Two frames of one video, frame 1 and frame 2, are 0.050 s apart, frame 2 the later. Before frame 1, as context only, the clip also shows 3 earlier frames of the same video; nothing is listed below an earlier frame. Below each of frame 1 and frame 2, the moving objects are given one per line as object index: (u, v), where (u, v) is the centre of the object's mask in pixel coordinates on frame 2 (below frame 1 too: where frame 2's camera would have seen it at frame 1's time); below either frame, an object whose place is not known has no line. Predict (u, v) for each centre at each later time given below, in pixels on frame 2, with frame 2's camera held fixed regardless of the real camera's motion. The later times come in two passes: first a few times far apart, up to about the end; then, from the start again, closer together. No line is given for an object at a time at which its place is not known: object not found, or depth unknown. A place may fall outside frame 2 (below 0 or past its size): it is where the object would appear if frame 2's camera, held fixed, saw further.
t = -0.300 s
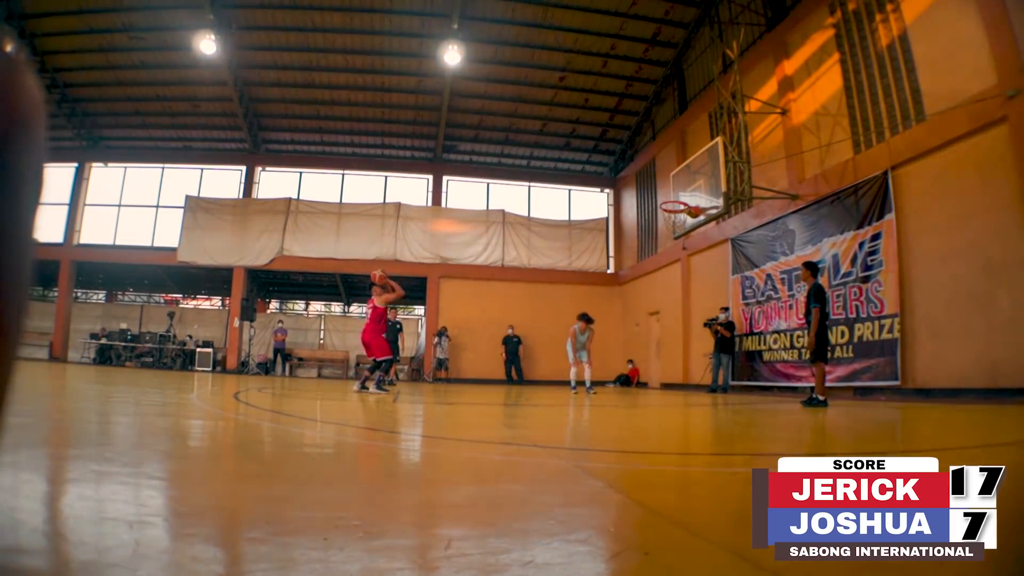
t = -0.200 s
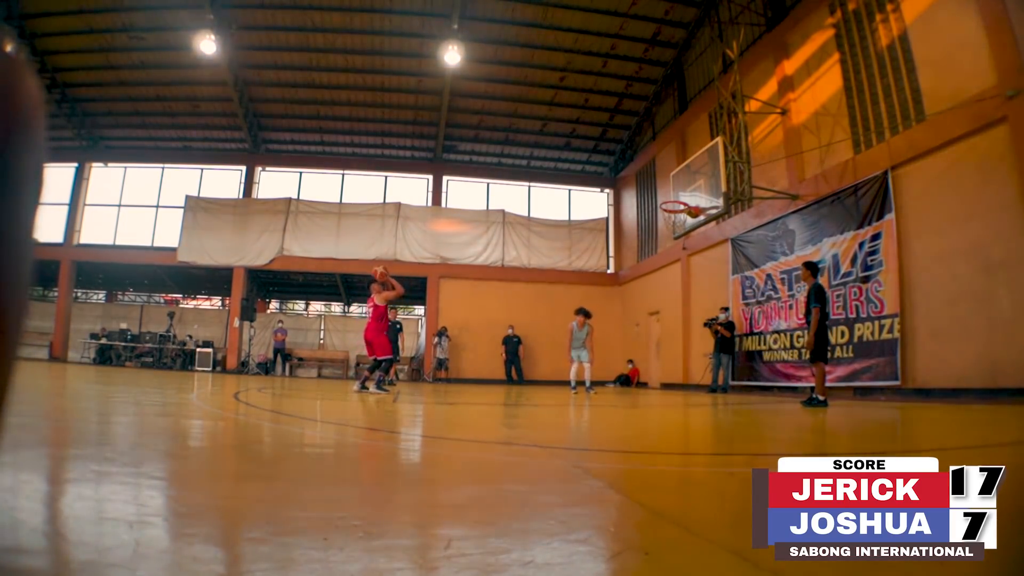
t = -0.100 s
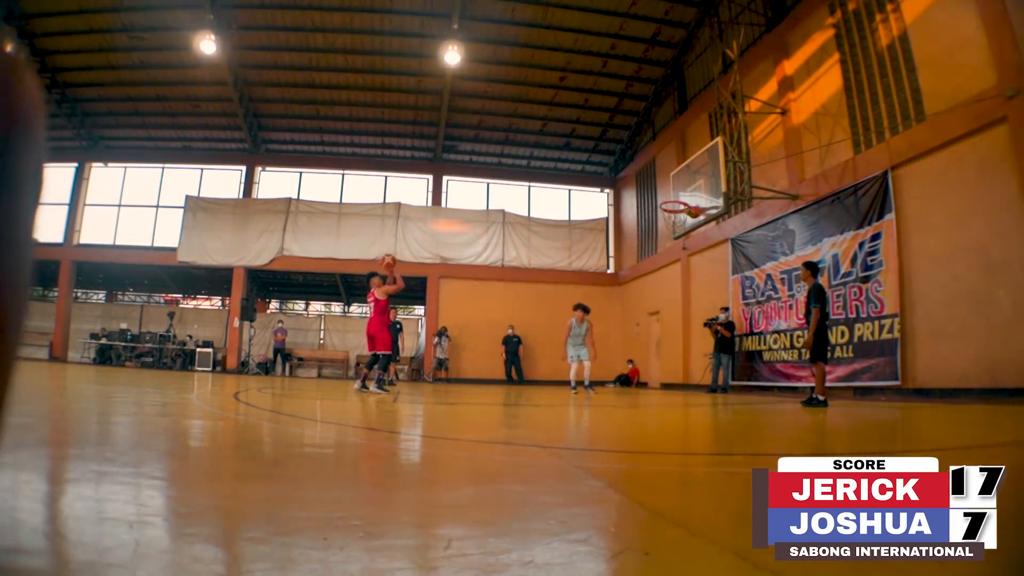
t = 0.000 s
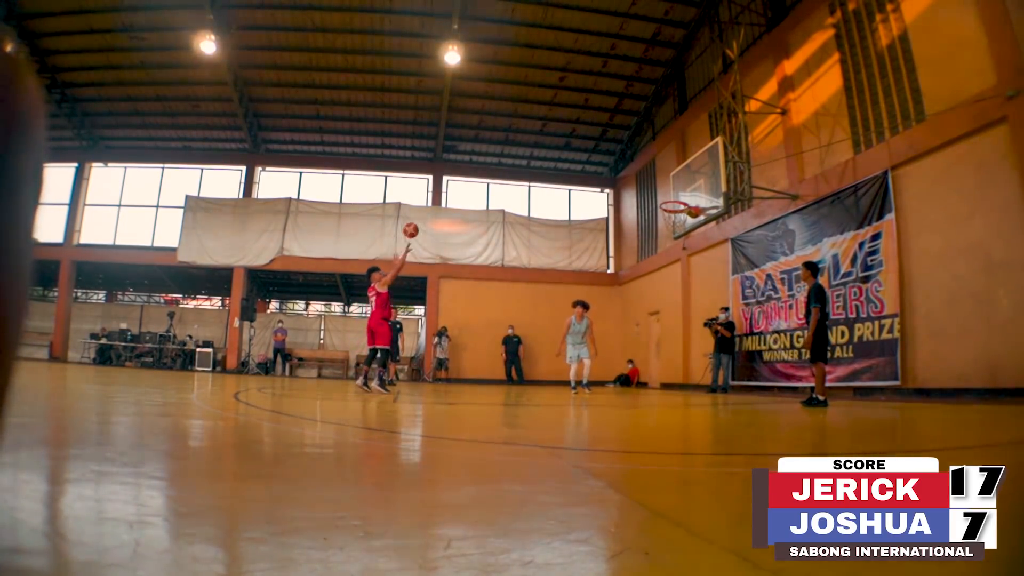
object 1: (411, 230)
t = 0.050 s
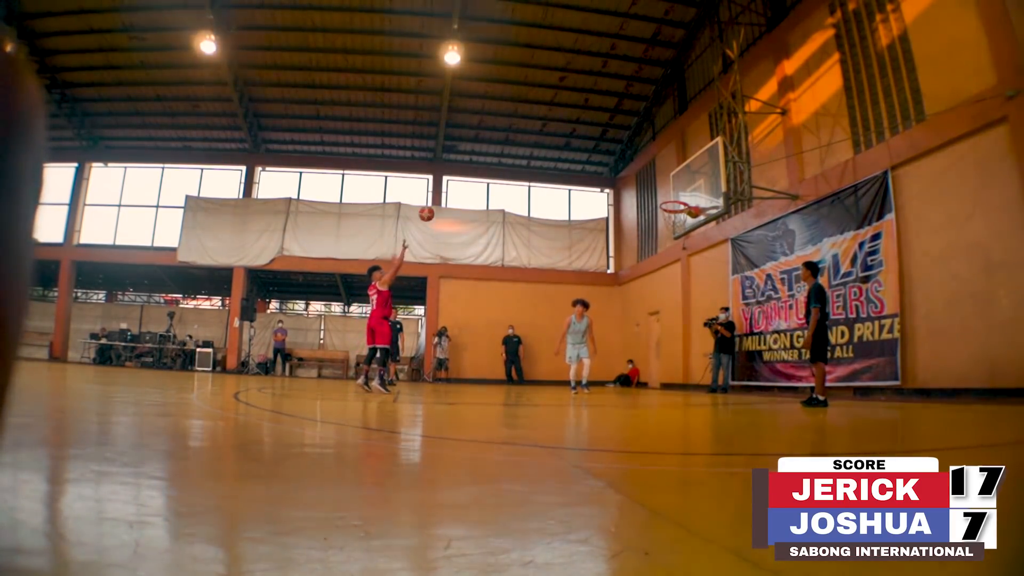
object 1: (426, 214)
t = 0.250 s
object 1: (485, 164)
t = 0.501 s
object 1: (554, 142)
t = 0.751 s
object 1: (619, 155)
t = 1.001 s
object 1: (680, 204)
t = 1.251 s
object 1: (658, 215)
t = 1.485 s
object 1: (673, 230)
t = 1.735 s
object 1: (694, 278)
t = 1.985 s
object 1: (715, 367)
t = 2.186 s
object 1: (728, 349)
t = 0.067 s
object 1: (432, 209)
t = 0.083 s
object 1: (436, 203)
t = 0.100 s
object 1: (440, 198)
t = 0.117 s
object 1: (446, 194)
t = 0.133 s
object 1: (451, 190)
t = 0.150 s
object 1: (456, 186)
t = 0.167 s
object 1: (461, 181)
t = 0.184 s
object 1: (466, 178)
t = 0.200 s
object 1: (471, 174)
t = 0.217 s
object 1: (475, 171)
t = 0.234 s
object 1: (479, 168)
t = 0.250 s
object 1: (485, 164)
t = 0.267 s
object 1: (489, 162)
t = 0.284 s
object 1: (494, 160)
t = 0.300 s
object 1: (499, 157)
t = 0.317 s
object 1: (503, 155)
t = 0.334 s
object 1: (509, 153)
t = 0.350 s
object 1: (513, 151)
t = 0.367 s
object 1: (518, 149)
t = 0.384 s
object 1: (522, 148)
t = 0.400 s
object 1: (527, 146)
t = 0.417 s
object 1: (531, 145)
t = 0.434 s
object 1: (536, 145)
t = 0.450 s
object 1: (540, 144)
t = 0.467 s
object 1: (545, 143)
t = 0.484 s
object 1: (549, 142)
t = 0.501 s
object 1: (554, 142)
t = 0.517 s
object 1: (558, 142)
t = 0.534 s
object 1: (563, 142)
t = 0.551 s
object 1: (567, 142)
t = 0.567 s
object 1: (572, 142)
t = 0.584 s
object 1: (576, 142)
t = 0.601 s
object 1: (580, 143)
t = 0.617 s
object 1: (584, 144)
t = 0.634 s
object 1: (589, 145)
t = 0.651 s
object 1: (593, 146)
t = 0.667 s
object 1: (597, 146)
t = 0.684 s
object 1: (601, 147)
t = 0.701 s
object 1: (606, 149)
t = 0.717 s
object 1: (610, 150)
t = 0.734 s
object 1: (614, 153)
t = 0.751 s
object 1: (619, 155)
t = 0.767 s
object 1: (623, 157)
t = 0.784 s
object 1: (626, 159)
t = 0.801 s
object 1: (630, 161)
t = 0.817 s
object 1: (634, 164)
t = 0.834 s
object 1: (638, 166)
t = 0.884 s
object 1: (651, 176)
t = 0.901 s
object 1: (655, 180)
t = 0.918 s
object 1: (659, 184)
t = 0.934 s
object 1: (664, 187)
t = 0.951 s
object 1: (669, 191)
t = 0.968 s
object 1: (672, 195)
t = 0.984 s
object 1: (676, 199)
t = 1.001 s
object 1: (680, 204)
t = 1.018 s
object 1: (680, 207)
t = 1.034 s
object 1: (676, 209)
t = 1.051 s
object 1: (672, 212)
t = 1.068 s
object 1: (668, 215)
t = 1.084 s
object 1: (665, 217)
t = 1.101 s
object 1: (663, 217)
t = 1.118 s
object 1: (661, 217)
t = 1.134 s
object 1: (659, 216)
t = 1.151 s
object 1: (658, 216)
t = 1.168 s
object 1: (658, 215)
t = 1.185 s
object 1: (658, 215)
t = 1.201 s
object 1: (658, 215)
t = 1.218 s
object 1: (658, 215)
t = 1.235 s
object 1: (658, 215)
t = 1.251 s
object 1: (658, 215)
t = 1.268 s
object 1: (658, 216)
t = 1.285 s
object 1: (659, 216)
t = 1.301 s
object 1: (660, 217)
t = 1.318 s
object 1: (661, 217)
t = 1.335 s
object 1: (661, 218)
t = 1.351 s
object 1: (662, 220)
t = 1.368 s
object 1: (664, 221)
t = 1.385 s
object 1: (665, 222)
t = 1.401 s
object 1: (666, 223)
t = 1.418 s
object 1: (667, 224)
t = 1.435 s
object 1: (668, 225)
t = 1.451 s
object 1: (670, 227)
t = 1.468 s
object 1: (671, 228)
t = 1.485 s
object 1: (673, 230)
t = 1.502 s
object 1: (674, 232)
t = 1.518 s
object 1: (675, 233)
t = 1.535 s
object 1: (677, 237)
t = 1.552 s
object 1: (678, 239)
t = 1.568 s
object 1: (680, 242)
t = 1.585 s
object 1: (681, 245)
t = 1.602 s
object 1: (682, 248)
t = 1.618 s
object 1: (684, 251)
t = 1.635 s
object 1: (685, 255)
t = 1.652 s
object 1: (687, 258)
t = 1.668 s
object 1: (688, 261)
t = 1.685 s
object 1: (690, 265)
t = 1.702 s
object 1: (691, 269)
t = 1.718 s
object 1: (693, 274)
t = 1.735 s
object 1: (694, 278)
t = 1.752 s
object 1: (696, 282)
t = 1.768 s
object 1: (697, 287)
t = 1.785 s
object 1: (699, 292)
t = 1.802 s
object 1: (700, 298)
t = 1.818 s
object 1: (702, 303)
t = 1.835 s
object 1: (703, 308)
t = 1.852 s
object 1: (704, 314)
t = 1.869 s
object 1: (705, 320)
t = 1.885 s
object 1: (707, 326)
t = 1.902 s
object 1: (709, 333)
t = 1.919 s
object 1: (709, 339)
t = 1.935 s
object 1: (711, 346)
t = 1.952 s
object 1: (713, 352)
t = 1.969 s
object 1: (714, 359)
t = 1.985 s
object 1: (715, 367)
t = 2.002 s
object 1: (717, 375)
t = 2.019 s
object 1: (718, 384)
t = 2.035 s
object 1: (719, 390)
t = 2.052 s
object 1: (719, 390)
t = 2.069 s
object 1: (721, 385)
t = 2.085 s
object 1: (723, 379)
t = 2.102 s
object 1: (724, 376)
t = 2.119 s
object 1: (724, 372)
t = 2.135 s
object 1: (726, 363)
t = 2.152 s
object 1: (726, 359)
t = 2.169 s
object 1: (727, 354)
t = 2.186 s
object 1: (728, 349)
